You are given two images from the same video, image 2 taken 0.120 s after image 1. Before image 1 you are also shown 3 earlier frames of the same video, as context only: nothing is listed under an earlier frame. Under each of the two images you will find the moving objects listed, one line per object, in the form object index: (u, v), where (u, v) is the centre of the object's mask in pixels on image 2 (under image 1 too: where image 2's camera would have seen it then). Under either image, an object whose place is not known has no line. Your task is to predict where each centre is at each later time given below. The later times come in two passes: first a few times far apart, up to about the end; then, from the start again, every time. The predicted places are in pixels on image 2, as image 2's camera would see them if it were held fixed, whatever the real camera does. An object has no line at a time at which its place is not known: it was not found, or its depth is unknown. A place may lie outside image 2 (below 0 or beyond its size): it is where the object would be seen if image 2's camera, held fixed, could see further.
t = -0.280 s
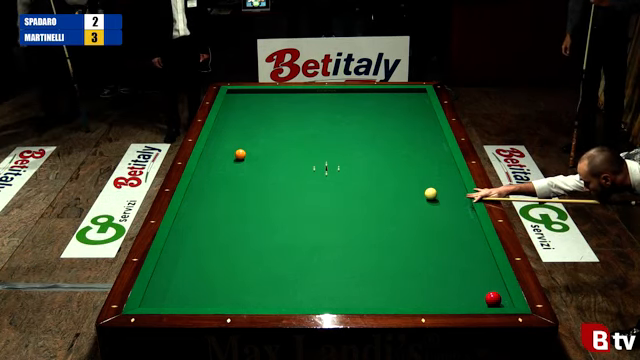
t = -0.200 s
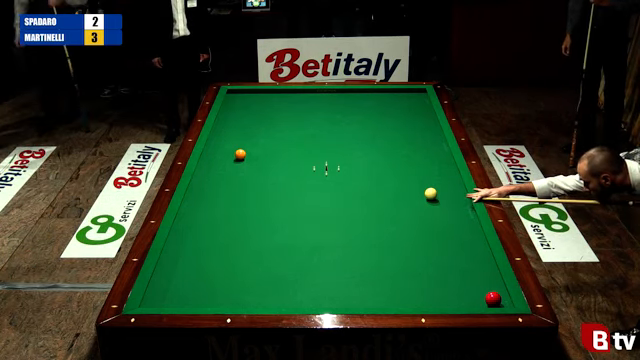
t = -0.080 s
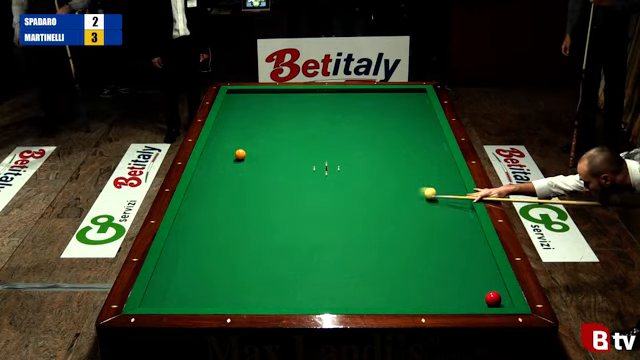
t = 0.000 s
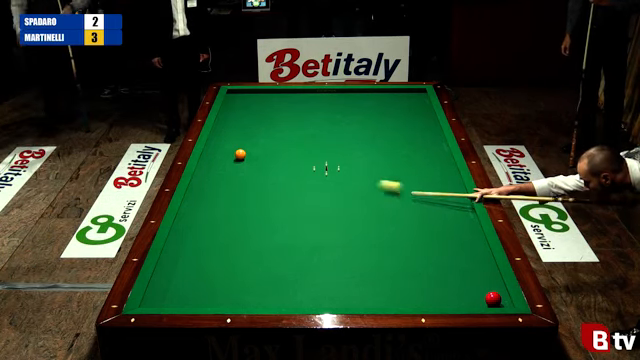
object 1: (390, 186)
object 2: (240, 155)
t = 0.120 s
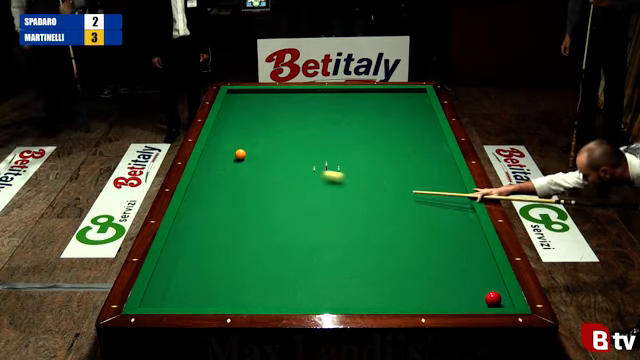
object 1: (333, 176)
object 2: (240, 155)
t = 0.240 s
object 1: (283, 168)
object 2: (239, 155)
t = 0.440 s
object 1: (215, 156)
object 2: (240, 155)
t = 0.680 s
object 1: (231, 151)
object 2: (264, 157)
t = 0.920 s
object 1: (233, 146)
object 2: (305, 160)
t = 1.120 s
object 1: (235, 143)
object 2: (340, 163)
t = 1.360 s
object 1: (237, 138)
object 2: (381, 167)
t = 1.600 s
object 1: (239, 134)
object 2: (422, 170)
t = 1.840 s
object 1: (241, 130)
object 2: (447, 174)
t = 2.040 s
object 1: (243, 127)
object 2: (427, 177)
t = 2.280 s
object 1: (245, 124)
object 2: (404, 180)
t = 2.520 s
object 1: (246, 120)
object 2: (382, 184)
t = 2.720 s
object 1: (247, 118)
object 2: (364, 187)
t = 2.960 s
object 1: (249, 115)
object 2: (342, 191)
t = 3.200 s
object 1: (250, 112)
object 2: (319, 194)
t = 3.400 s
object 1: (252, 110)
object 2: (300, 197)
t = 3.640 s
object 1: (253, 108)
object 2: (278, 201)
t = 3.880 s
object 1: (254, 106)
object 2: (256, 204)
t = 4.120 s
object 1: (255, 104)
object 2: (234, 208)
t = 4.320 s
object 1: (255, 103)
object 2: (217, 211)
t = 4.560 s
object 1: (256, 101)
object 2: (195, 215)
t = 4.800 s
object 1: (257, 99)
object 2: (185, 218)
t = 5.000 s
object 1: (258, 98)
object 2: (193, 219)
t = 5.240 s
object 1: (258, 97)
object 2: (203, 221)
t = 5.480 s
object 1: (258, 96)
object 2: (213, 223)
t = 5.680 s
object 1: (259, 95)
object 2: (220, 224)
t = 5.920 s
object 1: (260, 94)
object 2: (229, 226)
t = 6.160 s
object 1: (260, 93)
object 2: (238, 228)
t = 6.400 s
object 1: (261, 93)
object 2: (246, 229)
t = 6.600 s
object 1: (261, 92)
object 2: (253, 231)
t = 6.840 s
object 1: (261, 92)
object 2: (260, 232)
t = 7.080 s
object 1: (262, 91)
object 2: (267, 233)
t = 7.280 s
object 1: (262, 91)
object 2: (273, 234)
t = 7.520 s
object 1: (262, 90)
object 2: (279, 235)
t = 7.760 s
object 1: (262, 90)
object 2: (285, 236)
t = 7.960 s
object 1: (262, 90)
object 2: (290, 237)
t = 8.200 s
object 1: (262, 90)
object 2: (295, 238)
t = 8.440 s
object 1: (262, 90)
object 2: (299, 238)
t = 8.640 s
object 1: (262, 90)
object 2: (303, 239)
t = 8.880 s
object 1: (262, 90)
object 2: (306, 239)
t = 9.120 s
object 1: (262, 90)
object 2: (309, 240)
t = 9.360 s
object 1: (262, 90)
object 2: (312, 240)
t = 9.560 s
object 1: (262, 90)
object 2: (314, 240)
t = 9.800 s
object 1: (263, 90)
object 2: (315, 241)
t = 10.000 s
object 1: (262, 90)
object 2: (316, 241)
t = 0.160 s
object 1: (314, 173)
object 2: (240, 155)
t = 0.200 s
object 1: (299, 170)
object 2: (239, 155)
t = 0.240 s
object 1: (283, 168)
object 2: (239, 155)
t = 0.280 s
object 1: (268, 165)
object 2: (239, 155)
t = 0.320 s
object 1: (254, 163)
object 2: (240, 155)
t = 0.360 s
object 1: (240, 160)
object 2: (240, 152)
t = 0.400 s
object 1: (226, 158)
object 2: (240, 155)
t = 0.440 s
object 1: (215, 156)
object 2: (240, 155)
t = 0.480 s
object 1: (208, 154)
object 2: (239, 155)
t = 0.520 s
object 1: (217, 154)
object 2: (240, 155)
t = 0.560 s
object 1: (227, 154)
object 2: (240, 155)
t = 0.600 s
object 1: (230, 153)
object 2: (247, 155)
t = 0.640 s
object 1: (230, 152)
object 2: (256, 156)
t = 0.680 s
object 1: (231, 151)
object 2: (264, 157)
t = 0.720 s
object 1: (231, 151)
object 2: (271, 157)
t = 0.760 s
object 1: (232, 150)
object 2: (278, 158)
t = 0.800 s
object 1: (232, 149)
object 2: (285, 158)
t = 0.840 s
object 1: (233, 148)
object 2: (292, 159)
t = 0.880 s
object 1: (233, 147)
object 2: (298, 160)
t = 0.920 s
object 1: (233, 146)
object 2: (305, 160)
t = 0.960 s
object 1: (234, 145)
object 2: (312, 160)
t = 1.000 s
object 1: (234, 145)
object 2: (319, 161)
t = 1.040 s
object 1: (234, 144)
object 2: (326, 162)
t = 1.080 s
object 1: (235, 143)
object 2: (333, 162)
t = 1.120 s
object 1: (235, 143)
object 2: (340, 163)
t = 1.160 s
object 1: (236, 142)
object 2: (347, 164)
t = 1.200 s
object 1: (236, 141)
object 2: (353, 164)
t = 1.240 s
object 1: (236, 140)
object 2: (360, 165)
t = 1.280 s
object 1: (237, 139)
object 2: (367, 166)
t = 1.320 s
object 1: (237, 139)
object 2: (374, 166)
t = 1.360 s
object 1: (237, 138)
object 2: (381, 167)
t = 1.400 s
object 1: (238, 137)
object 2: (387, 167)
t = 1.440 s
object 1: (238, 137)
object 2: (394, 168)
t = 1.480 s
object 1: (238, 136)
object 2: (401, 169)
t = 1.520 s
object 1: (239, 135)
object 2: (408, 169)
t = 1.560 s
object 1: (239, 135)
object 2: (415, 170)
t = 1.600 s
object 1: (239, 134)
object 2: (422, 170)
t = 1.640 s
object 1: (240, 133)
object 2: (429, 171)
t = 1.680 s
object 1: (240, 133)
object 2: (436, 173)
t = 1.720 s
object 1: (240, 132)
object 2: (443, 173)
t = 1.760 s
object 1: (241, 131)
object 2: (450, 173)
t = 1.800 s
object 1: (241, 131)
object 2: (452, 173)
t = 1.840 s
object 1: (241, 130)
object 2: (447, 174)
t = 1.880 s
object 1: (242, 129)
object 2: (442, 174)
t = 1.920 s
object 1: (242, 129)
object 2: (438, 175)
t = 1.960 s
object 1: (242, 128)
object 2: (434, 176)
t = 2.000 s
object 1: (242, 128)
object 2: (431, 176)
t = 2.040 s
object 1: (243, 127)
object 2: (427, 177)
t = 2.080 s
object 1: (243, 127)
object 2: (423, 178)
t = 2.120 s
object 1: (243, 126)
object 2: (419, 178)
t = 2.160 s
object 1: (244, 125)
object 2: (416, 179)
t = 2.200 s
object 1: (244, 125)
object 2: (412, 179)
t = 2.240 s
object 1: (244, 124)
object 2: (408, 180)
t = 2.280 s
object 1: (245, 124)
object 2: (404, 180)
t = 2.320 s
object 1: (245, 123)
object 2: (401, 181)
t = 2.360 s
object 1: (245, 122)
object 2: (397, 182)
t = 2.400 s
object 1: (245, 122)
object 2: (393, 182)
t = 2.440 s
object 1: (246, 122)
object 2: (390, 183)
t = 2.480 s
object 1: (246, 121)
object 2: (386, 184)
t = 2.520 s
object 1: (246, 120)
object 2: (382, 184)
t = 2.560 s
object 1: (246, 120)
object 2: (378, 185)
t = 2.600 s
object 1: (247, 120)
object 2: (374, 185)
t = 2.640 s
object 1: (247, 119)
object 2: (371, 186)
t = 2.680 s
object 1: (247, 118)
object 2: (367, 187)
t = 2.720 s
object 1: (247, 118)
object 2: (364, 187)
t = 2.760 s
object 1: (248, 117)
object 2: (360, 187)
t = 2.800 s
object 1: (248, 117)
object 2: (356, 188)
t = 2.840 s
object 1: (248, 117)
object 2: (352, 189)
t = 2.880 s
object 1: (249, 116)
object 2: (348, 190)
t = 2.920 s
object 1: (249, 116)
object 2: (345, 190)
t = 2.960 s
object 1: (249, 115)
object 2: (342, 191)
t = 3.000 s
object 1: (249, 115)
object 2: (338, 191)
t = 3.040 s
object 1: (250, 114)
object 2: (334, 192)
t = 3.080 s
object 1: (250, 114)
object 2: (330, 193)
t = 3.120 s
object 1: (250, 113)
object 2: (326, 193)
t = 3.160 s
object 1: (250, 113)
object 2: (322, 194)
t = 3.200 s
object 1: (250, 112)
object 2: (319, 194)
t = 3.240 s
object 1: (250, 112)
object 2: (315, 195)
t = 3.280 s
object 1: (251, 112)
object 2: (311, 196)
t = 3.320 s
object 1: (251, 111)
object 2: (308, 196)
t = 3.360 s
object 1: (251, 111)
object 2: (304, 197)
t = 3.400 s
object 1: (252, 110)
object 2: (300, 197)
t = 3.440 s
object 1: (252, 110)
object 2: (296, 198)
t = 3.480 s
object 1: (252, 110)
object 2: (293, 199)
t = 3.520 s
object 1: (252, 109)
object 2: (289, 199)
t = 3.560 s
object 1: (252, 109)
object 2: (285, 200)
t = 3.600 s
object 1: (252, 109)
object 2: (282, 200)
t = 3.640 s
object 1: (253, 108)
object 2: (278, 201)
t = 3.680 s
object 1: (253, 108)
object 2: (274, 201)
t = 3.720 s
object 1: (253, 107)
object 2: (271, 202)
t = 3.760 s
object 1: (253, 107)
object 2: (267, 203)
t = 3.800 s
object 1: (253, 107)
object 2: (264, 203)
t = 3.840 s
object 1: (254, 106)
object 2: (260, 204)
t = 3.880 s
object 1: (254, 106)
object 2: (256, 204)
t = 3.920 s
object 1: (254, 106)
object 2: (253, 205)
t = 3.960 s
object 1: (254, 105)
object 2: (249, 206)
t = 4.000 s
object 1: (254, 105)
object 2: (245, 206)
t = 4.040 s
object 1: (254, 105)
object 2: (242, 207)
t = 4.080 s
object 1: (254, 104)
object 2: (238, 207)
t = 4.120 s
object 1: (255, 104)
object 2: (234, 208)
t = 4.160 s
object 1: (255, 104)
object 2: (231, 209)
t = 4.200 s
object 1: (255, 103)
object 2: (227, 209)
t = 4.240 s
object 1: (255, 103)
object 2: (224, 210)
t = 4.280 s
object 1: (255, 103)
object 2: (220, 211)
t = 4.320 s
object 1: (255, 103)
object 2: (217, 211)
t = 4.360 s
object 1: (255, 102)
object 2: (213, 212)
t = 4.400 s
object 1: (256, 102)
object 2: (209, 212)
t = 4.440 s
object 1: (256, 102)
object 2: (206, 213)
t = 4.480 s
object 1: (256, 101)
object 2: (202, 213)
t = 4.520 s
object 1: (256, 101)
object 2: (198, 214)
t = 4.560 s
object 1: (256, 101)
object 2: (195, 215)
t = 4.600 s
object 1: (256, 101)
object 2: (191, 215)
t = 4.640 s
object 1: (256, 100)
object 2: (188, 216)
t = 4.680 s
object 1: (257, 100)
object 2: (184, 216)
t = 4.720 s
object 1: (257, 100)
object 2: (182, 217)
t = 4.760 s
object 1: (257, 100)
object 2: (183, 217)
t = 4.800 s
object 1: (257, 99)
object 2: (185, 218)
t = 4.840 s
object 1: (257, 99)
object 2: (187, 218)
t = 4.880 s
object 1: (257, 99)
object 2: (188, 218)
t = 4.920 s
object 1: (257, 99)
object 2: (190, 219)
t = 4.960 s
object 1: (257, 99)
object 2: (192, 219)
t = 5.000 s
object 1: (258, 98)
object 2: (193, 219)
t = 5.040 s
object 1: (257, 98)
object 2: (195, 219)
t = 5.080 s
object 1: (257, 98)
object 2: (197, 220)
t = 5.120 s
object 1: (258, 98)
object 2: (198, 220)
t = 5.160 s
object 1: (258, 97)
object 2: (200, 220)
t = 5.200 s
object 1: (258, 97)
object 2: (202, 221)
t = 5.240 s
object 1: (258, 97)
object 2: (203, 221)
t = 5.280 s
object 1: (258, 97)
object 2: (205, 221)
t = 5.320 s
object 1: (258, 96)
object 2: (206, 222)
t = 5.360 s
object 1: (258, 96)
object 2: (208, 222)
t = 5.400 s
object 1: (258, 96)
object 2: (210, 222)
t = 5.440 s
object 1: (258, 96)
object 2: (211, 223)
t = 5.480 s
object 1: (258, 96)
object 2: (213, 223)
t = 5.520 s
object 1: (259, 96)
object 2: (214, 223)
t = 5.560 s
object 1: (259, 96)
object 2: (216, 223)
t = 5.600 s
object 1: (259, 95)
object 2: (217, 224)
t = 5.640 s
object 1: (259, 95)
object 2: (219, 224)
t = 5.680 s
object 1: (259, 95)
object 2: (220, 224)
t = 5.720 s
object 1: (259, 95)
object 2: (222, 225)
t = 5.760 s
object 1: (259, 95)
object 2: (224, 225)
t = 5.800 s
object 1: (259, 95)
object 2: (225, 225)
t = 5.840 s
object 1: (259, 94)
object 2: (226, 225)
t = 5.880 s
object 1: (260, 94)
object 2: (228, 226)
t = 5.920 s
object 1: (260, 94)
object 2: (229, 226)
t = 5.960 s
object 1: (260, 94)
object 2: (231, 226)
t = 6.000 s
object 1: (260, 94)
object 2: (232, 227)
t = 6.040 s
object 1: (260, 94)
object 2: (234, 227)
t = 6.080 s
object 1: (260, 94)
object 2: (235, 227)
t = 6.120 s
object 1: (260, 93)
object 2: (236, 227)
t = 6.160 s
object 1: (260, 93)
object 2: (238, 228)
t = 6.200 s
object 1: (260, 93)
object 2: (239, 228)
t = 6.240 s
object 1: (260, 93)
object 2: (241, 228)
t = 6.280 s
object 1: (260, 93)
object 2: (242, 228)
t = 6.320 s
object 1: (260, 93)
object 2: (244, 229)
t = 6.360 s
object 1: (261, 93)
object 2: (245, 229)
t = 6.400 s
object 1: (261, 93)
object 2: (246, 229)
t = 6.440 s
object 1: (261, 92)
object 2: (248, 229)
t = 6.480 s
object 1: (261, 92)
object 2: (249, 230)
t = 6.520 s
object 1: (261, 92)
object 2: (250, 230)
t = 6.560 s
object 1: (261, 92)
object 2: (251, 230)
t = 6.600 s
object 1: (261, 92)
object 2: (253, 231)
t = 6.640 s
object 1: (261, 92)
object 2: (254, 231)
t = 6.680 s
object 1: (261, 92)
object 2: (255, 231)
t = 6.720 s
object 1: (261, 92)
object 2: (256, 231)
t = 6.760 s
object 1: (261, 92)
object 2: (257, 231)
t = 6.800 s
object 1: (262, 91)
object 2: (259, 232)
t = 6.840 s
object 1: (261, 92)
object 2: (260, 232)
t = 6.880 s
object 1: (262, 91)
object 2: (261, 232)
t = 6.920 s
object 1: (262, 91)
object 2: (262, 232)
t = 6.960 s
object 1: (262, 91)
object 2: (264, 233)
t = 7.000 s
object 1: (262, 91)
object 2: (265, 233)
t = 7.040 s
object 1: (262, 91)
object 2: (266, 233)
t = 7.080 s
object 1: (262, 91)
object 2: (267, 233)
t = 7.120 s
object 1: (262, 91)
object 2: (268, 234)
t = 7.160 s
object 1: (262, 91)
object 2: (269, 234)
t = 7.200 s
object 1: (262, 91)
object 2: (271, 234)
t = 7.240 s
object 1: (262, 91)
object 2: (272, 234)
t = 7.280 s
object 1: (262, 91)
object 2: (273, 234)
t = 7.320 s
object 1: (262, 90)
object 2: (274, 234)
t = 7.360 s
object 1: (262, 90)
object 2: (275, 235)
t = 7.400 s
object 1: (262, 90)
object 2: (276, 235)
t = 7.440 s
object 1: (262, 90)
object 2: (277, 235)
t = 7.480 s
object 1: (262, 90)
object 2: (278, 235)
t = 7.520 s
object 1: (262, 90)
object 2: (279, 235)
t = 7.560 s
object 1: (262, 90)
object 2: (280, 235)
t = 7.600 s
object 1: (262, 90)
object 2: (281, 235)
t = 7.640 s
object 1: (262, 90)
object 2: (282, 235)
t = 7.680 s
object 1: (262, 90)
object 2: (283, 236)
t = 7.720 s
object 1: (262, 90)
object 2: (284, 236)
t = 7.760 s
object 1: (262, 90)
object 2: (285, 236)
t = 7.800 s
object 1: (262, 90)
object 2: (286, 236)
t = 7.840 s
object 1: (262, 90)
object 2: (287, 237)
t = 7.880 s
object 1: (262, 90)
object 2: (288, 237)
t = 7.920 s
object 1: (262, 90)
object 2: (289, 237)
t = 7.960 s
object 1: (262, 90)
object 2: (290, 237)
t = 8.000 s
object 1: (262, 90)
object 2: (290, 237)
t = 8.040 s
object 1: (262, 90)
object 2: (291, 237)
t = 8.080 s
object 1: (262, 90)
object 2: (292, 237)
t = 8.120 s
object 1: (262, 90)
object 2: (293, 238)
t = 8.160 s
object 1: (262, 90)
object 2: (294, 238)
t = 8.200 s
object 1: (262, 90)
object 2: (295, 238)
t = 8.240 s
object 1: (262, 90)
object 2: (295, 238)
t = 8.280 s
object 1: (262, 90)
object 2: (296, 238)
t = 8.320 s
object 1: (262, 90)
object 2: (297, 238)
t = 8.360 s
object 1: (262, 90)
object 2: (298, 238)
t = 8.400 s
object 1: (262, 90)
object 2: (298, 238)
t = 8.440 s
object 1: (262, 90)
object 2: (299, 238)
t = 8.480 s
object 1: (262, 90)
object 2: (300, 238)
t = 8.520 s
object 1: (262, 90)
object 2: (301, 239)
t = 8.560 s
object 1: (262, 90)
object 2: (301, 239)
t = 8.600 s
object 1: (262, 90)
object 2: (302, 239)
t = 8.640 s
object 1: (262, 90)
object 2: (303, 239)
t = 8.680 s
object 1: (262, 90)
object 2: (303, 239)
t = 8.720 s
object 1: (262, 90)
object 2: (304, 239)
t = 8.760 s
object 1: (262, 90)
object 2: (305, 239)
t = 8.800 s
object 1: (262, 90)
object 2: (305, 239)
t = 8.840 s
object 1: (262, 90)
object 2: (306, 239)
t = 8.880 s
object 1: (262, 90)
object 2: (306, 239)
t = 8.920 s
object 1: (262, 90)
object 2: (307, 239)
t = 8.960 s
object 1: (262, 90)
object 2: (307, 239)
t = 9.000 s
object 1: (262, 90)
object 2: (308, 239)
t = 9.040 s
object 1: (262, 90)
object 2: (309, 240)
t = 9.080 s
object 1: (262, 90)
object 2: (309, 240)
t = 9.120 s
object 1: (262, 90)
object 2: (309, 240)
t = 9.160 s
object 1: (262, 90)
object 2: (310, 240)
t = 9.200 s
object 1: (262, 90)
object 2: (310, 240)
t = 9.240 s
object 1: (262, 90)
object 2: (311, 240)
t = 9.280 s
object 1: (262, 90)
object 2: (311, 240)
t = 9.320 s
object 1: (262, 90)
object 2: (312, 240)
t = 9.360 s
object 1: (262, 90)
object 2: (312, 240)
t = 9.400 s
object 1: (262, 90)
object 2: (312, 240)
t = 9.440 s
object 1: (262, 90)
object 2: (313, 240)
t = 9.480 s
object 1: (262, 90)
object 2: (313, 240)
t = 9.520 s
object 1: (262, 90)
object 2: (313, 240)
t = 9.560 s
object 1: (262, 90)
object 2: (314, 240)
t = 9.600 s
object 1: (262, 90)
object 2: (314, 240)
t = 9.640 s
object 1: (262, 90)
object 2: (314, 241)
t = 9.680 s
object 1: (262, 90)
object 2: (315, 241)
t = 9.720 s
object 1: (262, 90)
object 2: (315, 241)
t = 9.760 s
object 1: (263, 90)
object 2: (315, 241)
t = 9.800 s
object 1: (263, 90)
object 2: (315, 241)
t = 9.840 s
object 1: (262, 90)
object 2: (316, 241)
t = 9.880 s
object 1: (262, 90)
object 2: (316, 241)
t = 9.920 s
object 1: (262, 90)
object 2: (316, 241)
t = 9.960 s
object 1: (262, 90)
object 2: (316, 241)
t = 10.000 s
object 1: (262, 90)
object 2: (316, 241)
